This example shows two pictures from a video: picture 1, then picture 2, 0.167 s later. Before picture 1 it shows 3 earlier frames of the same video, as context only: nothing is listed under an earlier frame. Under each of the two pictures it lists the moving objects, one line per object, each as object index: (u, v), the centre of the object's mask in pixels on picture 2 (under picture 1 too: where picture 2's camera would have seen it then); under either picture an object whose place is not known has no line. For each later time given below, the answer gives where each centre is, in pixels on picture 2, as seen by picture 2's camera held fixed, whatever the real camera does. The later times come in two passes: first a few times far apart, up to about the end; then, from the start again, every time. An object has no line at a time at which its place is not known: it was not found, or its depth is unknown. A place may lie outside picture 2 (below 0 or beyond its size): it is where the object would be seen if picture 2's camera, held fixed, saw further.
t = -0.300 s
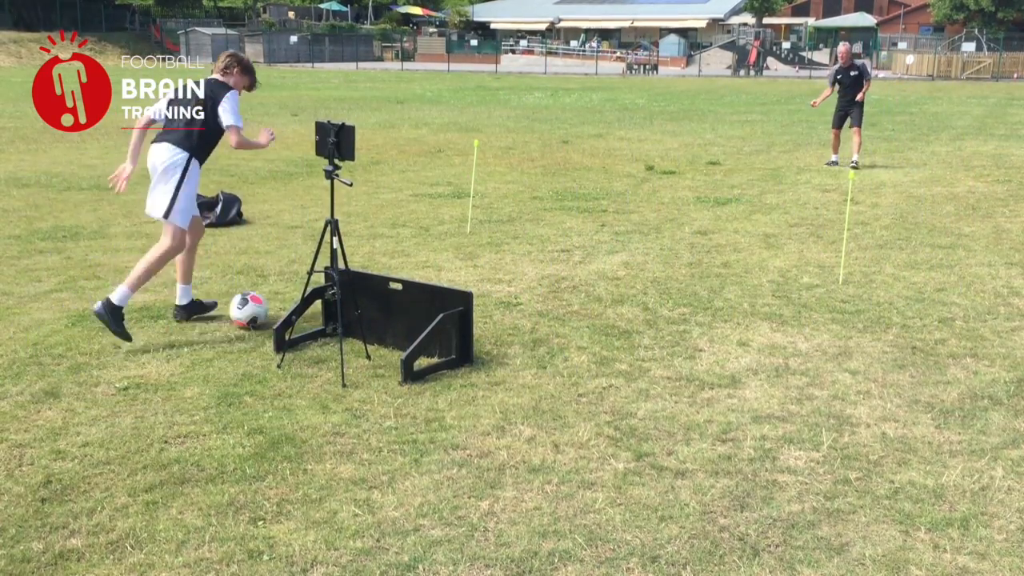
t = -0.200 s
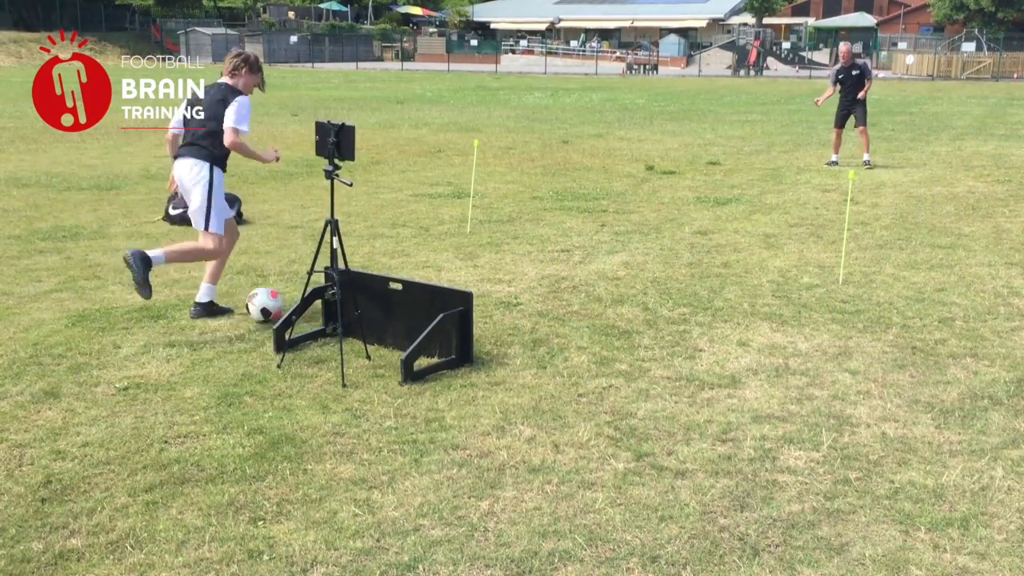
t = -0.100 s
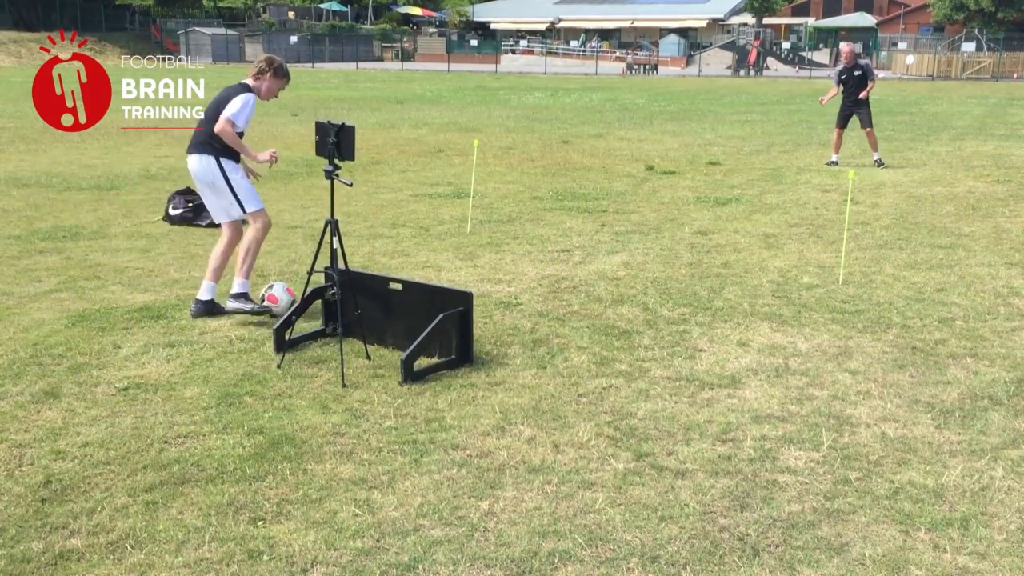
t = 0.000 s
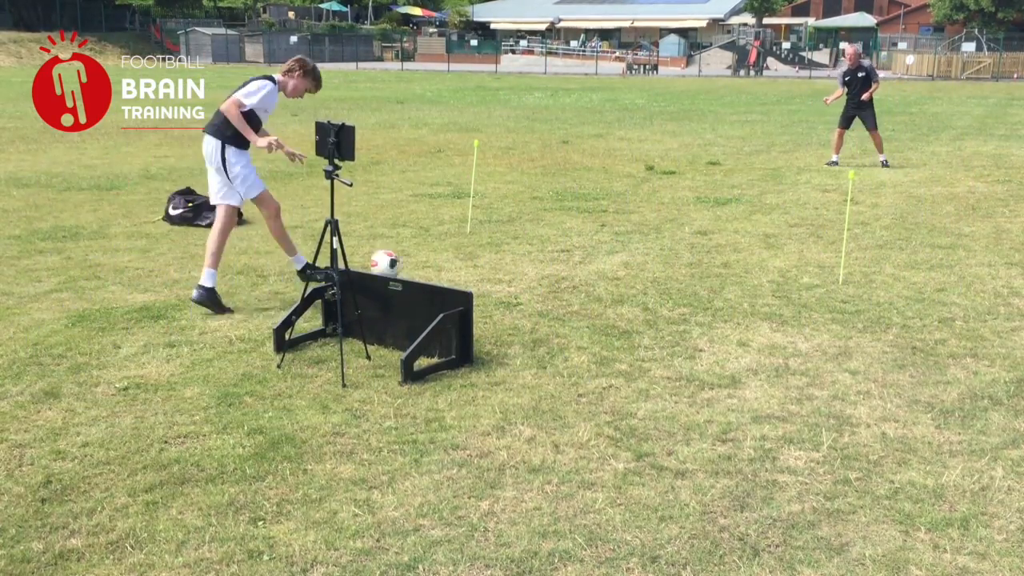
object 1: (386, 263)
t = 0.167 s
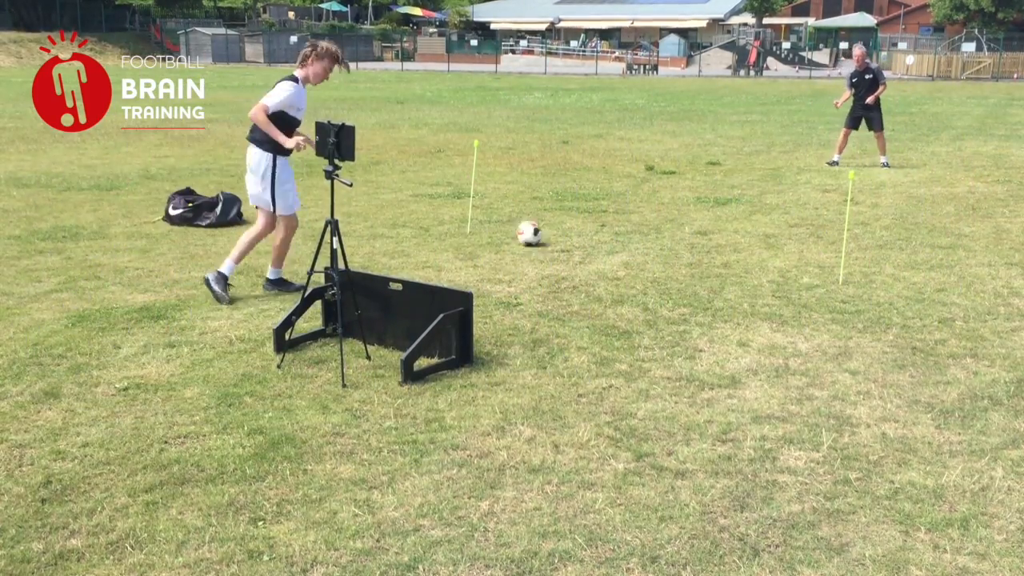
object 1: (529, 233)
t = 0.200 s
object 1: (549, 226)
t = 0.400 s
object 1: (642, 199)
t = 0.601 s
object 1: (700, 185)
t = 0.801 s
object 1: (739, 175)
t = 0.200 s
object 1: (549, 226)
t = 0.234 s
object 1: (568, 220)
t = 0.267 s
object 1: (585, 216)
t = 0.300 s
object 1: (602, 213)
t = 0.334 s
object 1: (616, 209)
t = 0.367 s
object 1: (629, 204)
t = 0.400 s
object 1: (642, 199)
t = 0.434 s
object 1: (653, 197)
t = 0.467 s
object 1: (664, 195)
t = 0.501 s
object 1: (674, 194)
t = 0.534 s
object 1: (683, 190)
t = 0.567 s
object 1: (691, 188)
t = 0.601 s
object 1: (700, 185)
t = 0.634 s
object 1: (707, 184)
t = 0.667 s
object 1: (713, 183)
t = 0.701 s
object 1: (720, 180)
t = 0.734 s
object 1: (727, 178)
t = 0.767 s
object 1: (734, 175)
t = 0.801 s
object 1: (739, 175)
